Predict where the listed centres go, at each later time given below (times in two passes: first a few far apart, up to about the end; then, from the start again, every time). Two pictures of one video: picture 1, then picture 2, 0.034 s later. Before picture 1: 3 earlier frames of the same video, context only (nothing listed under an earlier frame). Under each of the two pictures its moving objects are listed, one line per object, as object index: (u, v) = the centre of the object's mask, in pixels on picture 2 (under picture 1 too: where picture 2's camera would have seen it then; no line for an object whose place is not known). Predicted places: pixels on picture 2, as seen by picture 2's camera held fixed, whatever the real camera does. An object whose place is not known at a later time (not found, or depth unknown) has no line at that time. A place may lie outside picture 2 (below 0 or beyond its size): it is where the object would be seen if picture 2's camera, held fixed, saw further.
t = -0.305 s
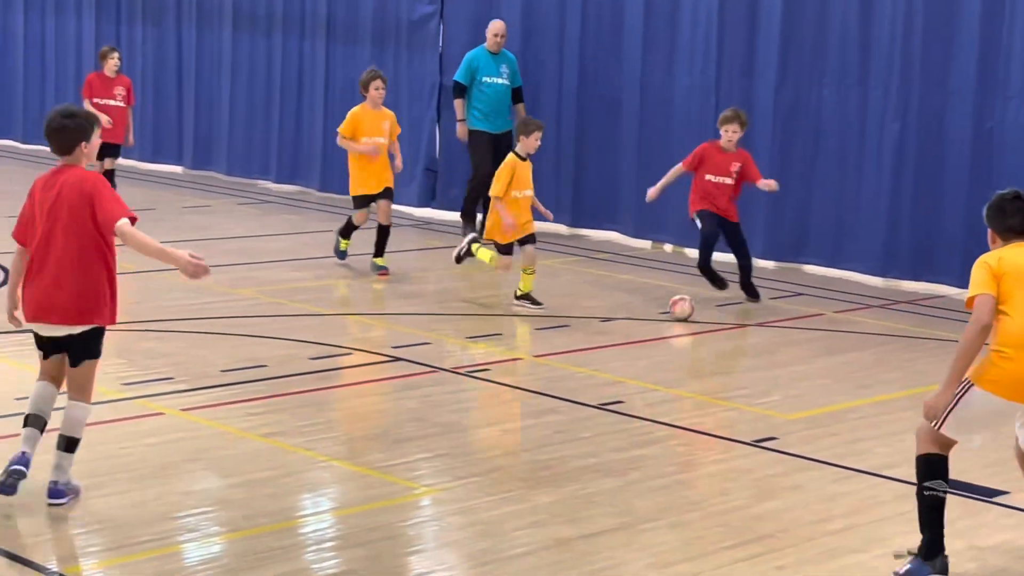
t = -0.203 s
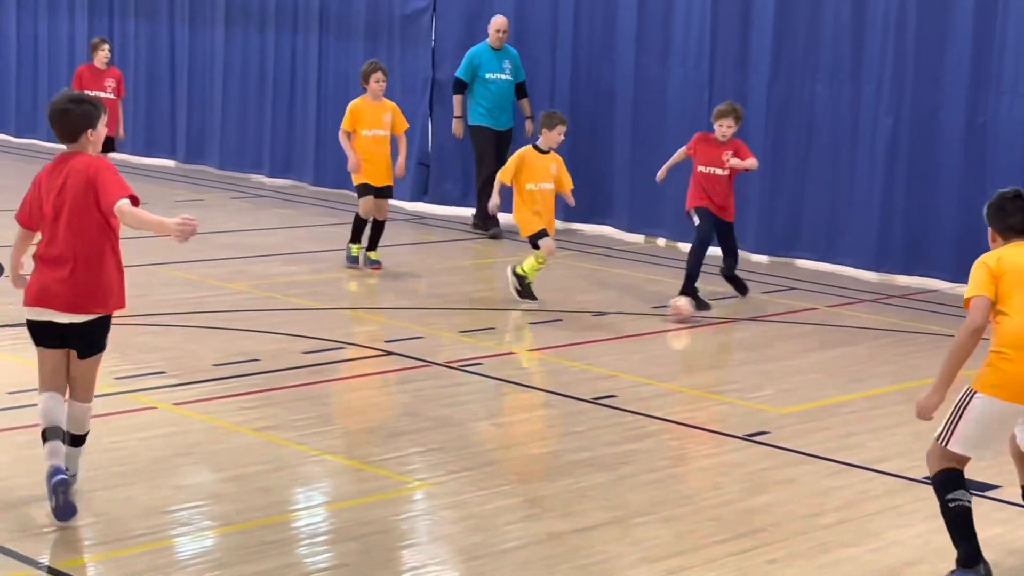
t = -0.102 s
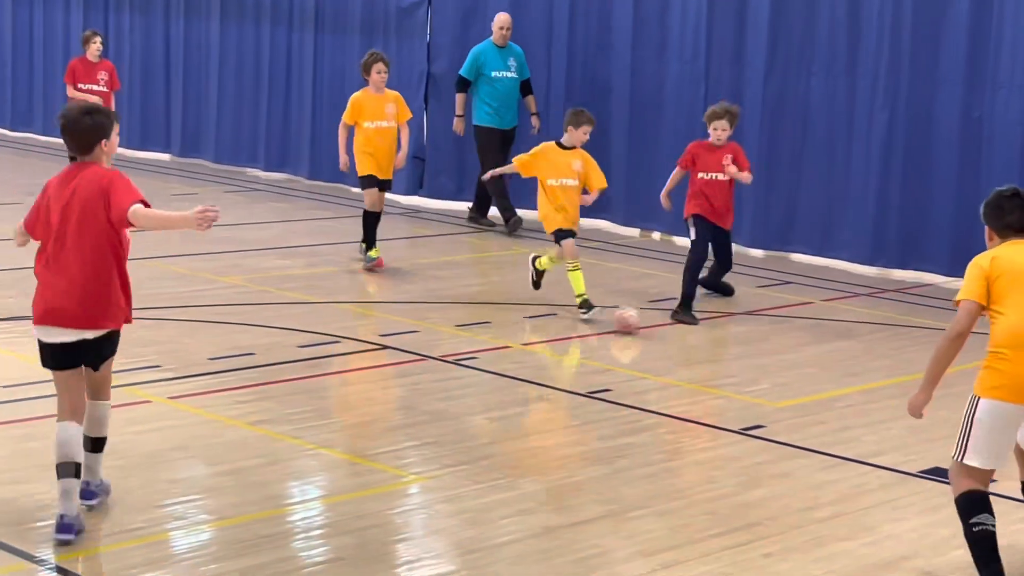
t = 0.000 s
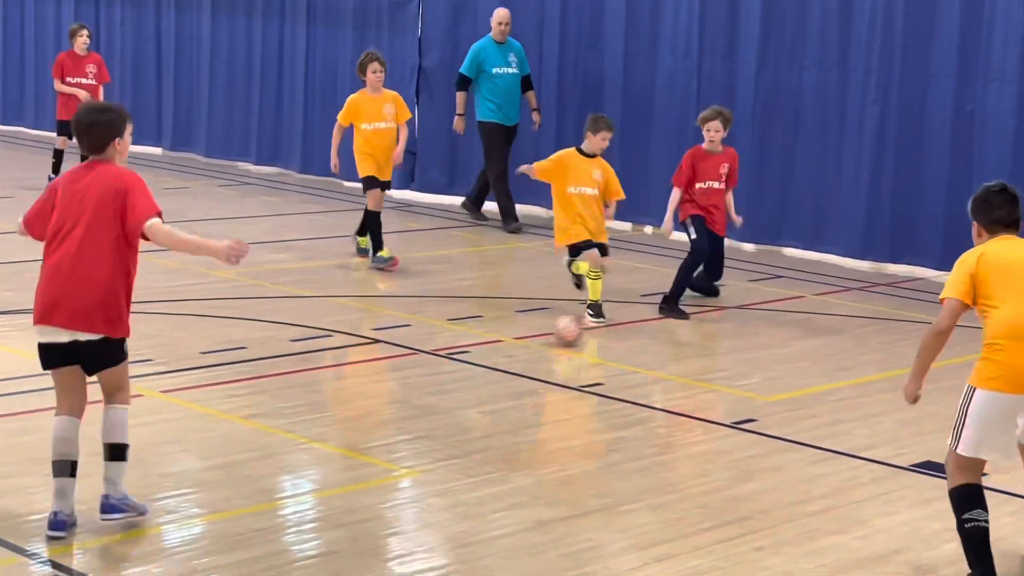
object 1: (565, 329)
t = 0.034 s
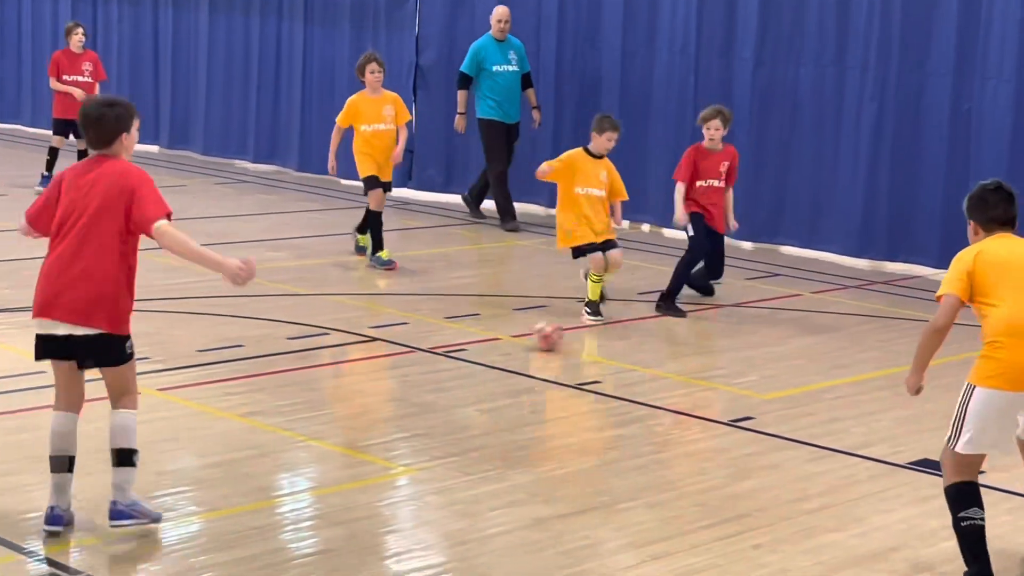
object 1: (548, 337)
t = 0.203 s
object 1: (455, 369)
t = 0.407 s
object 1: (335, 415)
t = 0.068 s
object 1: (529, 342)
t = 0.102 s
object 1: (511, 349)
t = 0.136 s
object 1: (492, 355)
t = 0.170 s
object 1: (474, 363)
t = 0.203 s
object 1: (455, 369)
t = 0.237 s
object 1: (435, 376)
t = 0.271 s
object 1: (415, 383)
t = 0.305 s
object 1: (395, 392)
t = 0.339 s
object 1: (376, 399)
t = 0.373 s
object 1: (355, 407)
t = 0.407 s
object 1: (335, 415)
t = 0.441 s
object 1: (314, 424)
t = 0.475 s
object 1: (293, 430)
